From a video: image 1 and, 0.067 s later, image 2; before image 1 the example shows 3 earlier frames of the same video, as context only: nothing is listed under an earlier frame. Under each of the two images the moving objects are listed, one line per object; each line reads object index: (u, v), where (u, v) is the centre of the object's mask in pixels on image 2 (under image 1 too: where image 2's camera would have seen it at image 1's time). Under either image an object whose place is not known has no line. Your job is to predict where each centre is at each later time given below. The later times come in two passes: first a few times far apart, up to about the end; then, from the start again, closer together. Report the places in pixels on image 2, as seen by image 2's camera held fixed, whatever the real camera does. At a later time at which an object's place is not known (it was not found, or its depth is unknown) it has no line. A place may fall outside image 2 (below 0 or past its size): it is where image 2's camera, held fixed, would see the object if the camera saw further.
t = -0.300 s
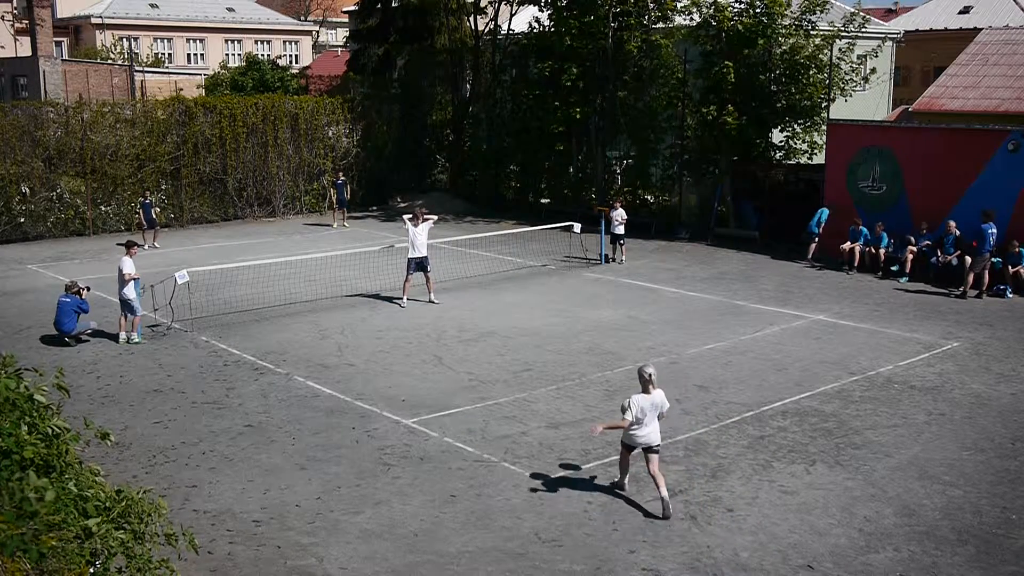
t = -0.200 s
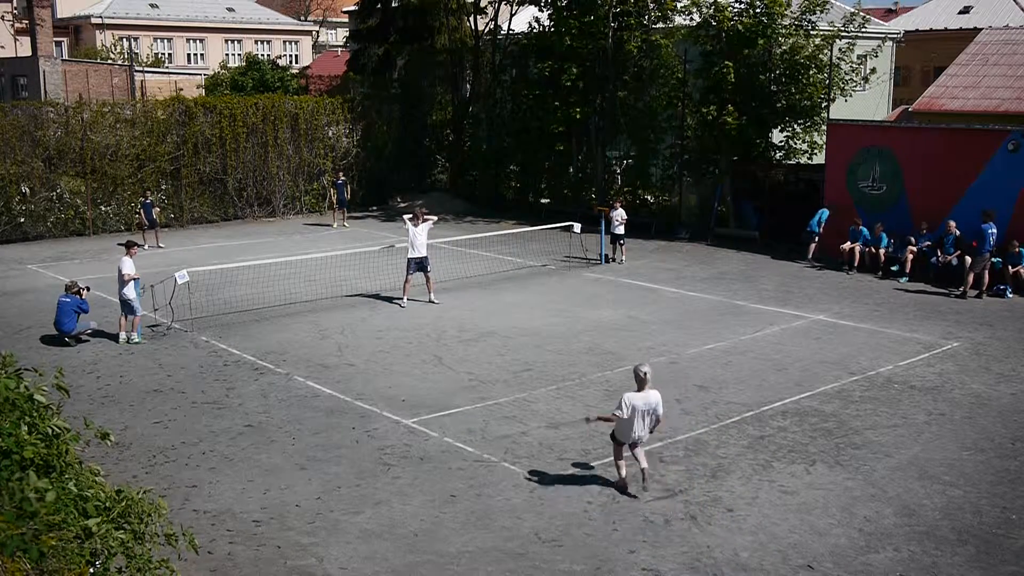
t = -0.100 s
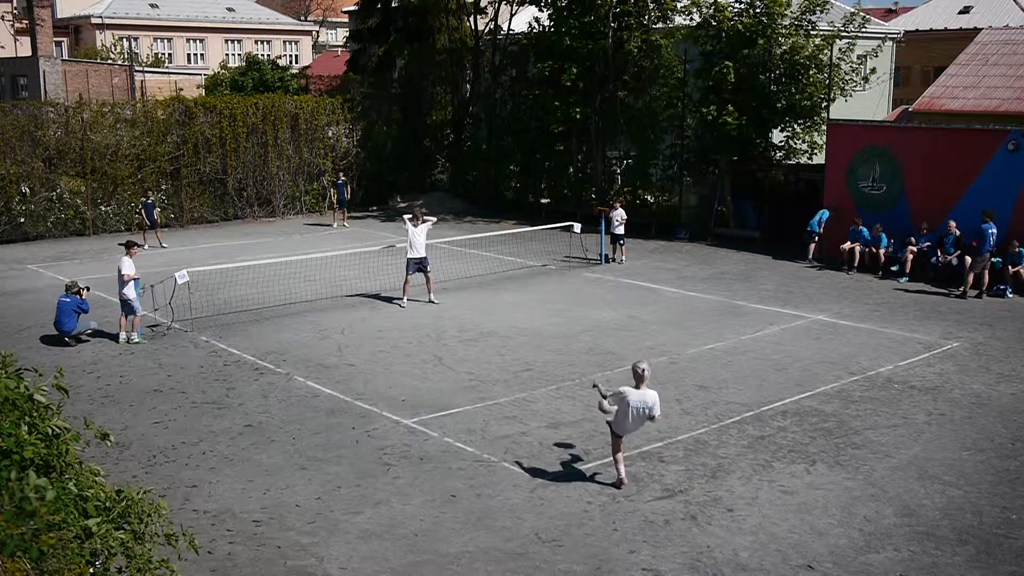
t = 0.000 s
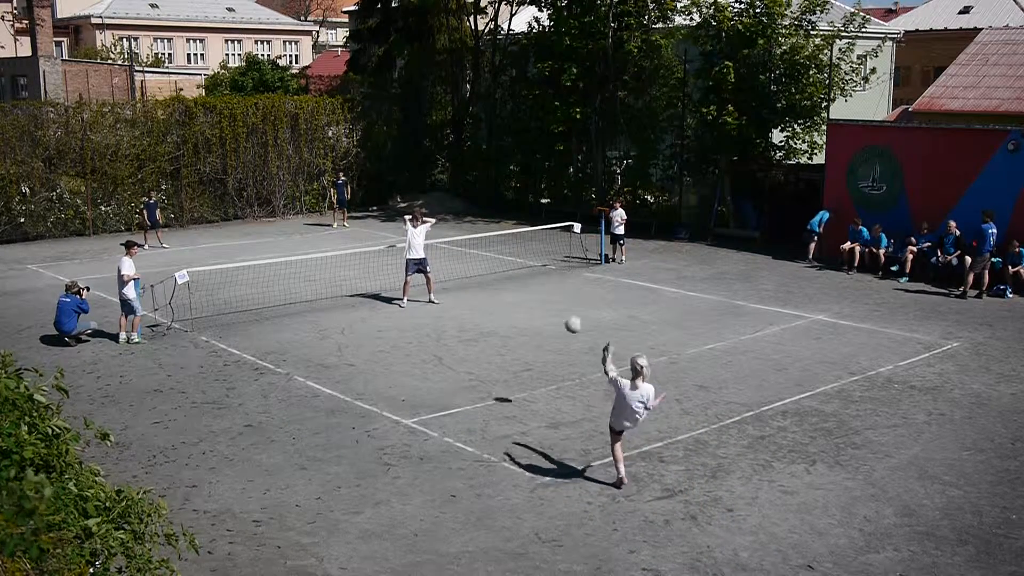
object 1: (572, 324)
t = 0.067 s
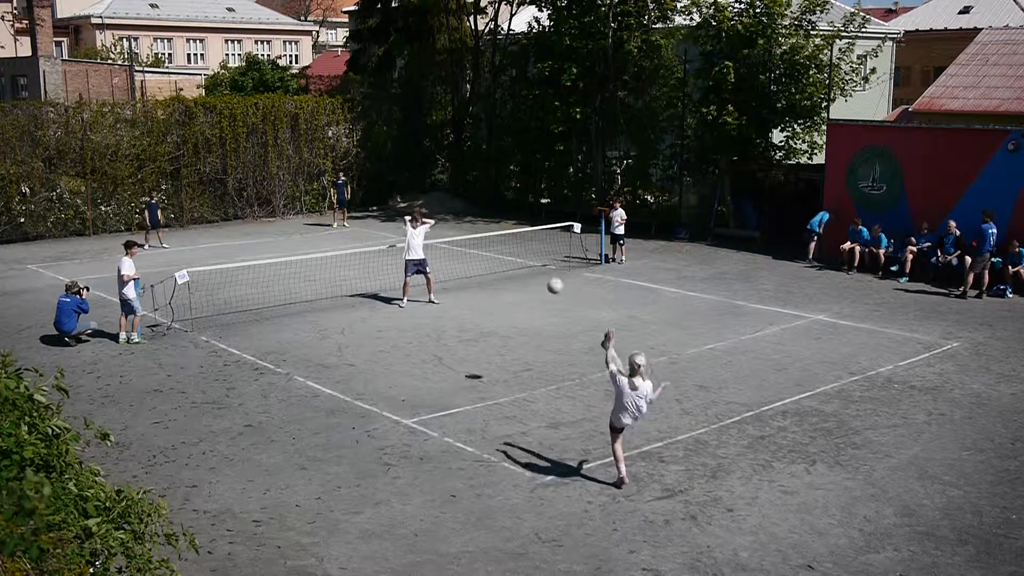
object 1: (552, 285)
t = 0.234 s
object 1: (518, 224)
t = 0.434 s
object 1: (489, 196)
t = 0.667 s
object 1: (466, 200)
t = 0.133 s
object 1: (538, 256)
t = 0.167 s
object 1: (531, 243)
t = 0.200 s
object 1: (525, 233)
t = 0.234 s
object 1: (518, 224)
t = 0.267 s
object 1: (513, 216)
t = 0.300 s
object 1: (507, 211)
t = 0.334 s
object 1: (502, 205)
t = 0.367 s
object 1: (497, 201)
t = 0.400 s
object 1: (493, 198)
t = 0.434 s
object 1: (489, 196)
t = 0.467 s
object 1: (485, 194)
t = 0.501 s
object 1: (482, 194)
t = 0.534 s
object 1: (478, 194)
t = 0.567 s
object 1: (475, 194)
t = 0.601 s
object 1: (472, 196)
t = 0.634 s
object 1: (469, 198)
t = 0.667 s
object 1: (466, 200)
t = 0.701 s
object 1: (464, 203)
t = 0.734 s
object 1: (461, 206)
